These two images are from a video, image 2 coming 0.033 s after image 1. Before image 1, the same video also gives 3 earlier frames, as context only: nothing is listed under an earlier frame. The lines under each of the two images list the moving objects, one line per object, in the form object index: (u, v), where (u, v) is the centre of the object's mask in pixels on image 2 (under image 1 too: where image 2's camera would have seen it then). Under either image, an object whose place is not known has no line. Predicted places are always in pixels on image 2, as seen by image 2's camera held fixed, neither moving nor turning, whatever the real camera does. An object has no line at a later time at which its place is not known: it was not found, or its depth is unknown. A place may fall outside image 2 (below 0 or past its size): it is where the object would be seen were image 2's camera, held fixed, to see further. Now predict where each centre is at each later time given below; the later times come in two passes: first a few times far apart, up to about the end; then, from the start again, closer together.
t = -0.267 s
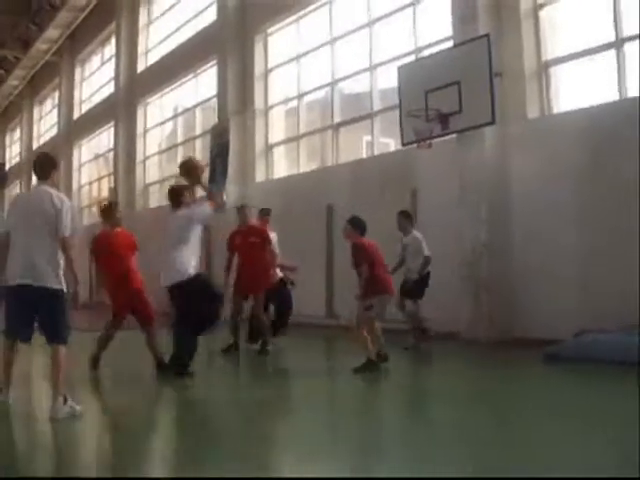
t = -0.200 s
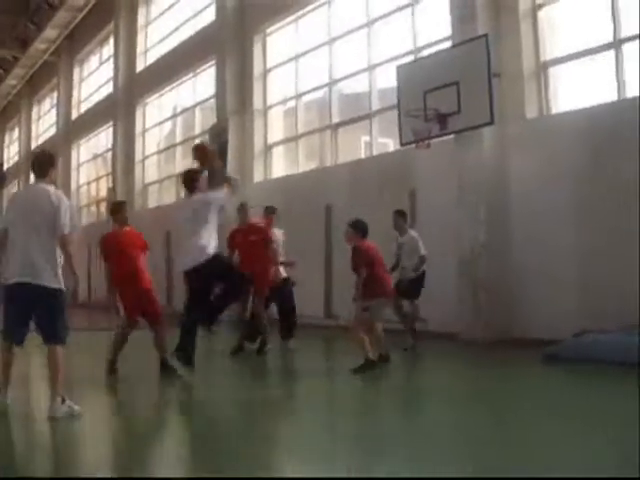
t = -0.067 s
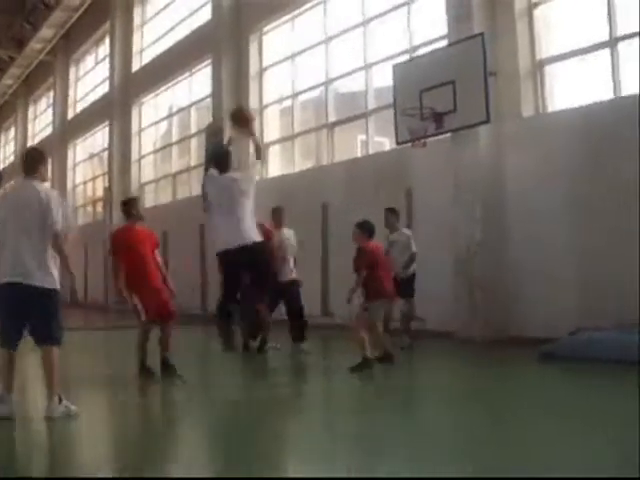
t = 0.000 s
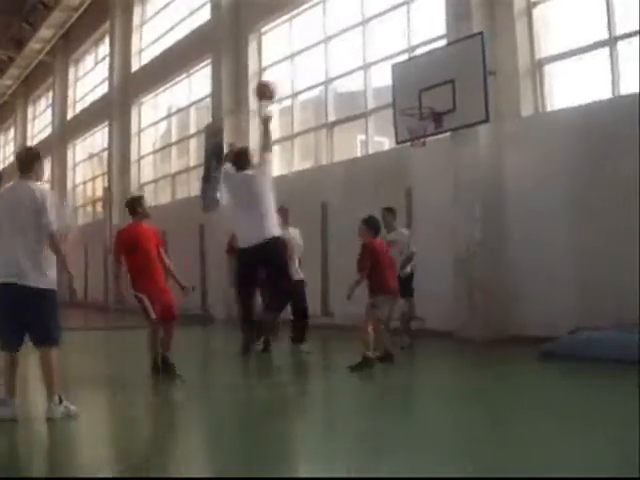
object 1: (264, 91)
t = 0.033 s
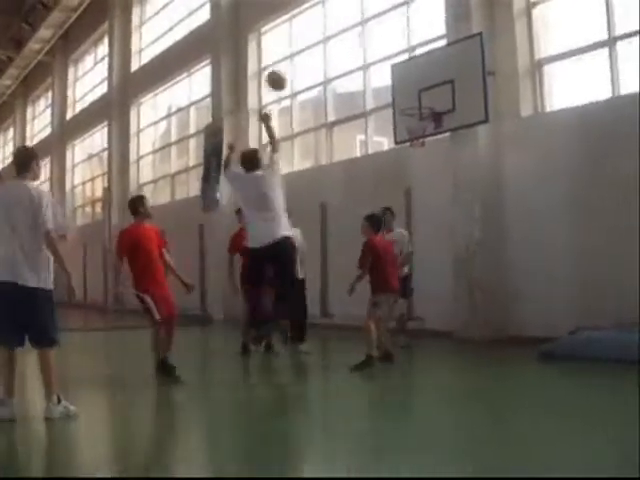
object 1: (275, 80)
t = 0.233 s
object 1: (338, 42)
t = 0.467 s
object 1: (397, 45)
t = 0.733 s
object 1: (427, 84)
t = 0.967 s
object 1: (379, 122)
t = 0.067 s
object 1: (288, 70)
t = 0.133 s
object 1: (309, 56)
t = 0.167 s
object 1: (319, 51)
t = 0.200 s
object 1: (329, 46)
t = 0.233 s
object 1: (338, 42)
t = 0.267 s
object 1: (347, 39)
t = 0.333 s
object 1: (365, 38)
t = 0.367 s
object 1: (372, 38)
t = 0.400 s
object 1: (381, 39)
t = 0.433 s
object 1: (389, 41)
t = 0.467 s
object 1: (397, 45)
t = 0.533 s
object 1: (411, 52)
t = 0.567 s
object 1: (418, 56)
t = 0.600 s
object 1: (425, 64)
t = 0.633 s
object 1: (432, 70)
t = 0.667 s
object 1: (442, 76)
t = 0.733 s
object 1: (427, 84)
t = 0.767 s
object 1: (420, 88)
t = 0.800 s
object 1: (414, 93)
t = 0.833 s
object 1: (407, 100)
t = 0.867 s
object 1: (400, 104)
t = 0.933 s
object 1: (385, 114)
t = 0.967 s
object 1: (379, 122)
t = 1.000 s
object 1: (373, 129)
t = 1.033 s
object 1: (366, 138)
